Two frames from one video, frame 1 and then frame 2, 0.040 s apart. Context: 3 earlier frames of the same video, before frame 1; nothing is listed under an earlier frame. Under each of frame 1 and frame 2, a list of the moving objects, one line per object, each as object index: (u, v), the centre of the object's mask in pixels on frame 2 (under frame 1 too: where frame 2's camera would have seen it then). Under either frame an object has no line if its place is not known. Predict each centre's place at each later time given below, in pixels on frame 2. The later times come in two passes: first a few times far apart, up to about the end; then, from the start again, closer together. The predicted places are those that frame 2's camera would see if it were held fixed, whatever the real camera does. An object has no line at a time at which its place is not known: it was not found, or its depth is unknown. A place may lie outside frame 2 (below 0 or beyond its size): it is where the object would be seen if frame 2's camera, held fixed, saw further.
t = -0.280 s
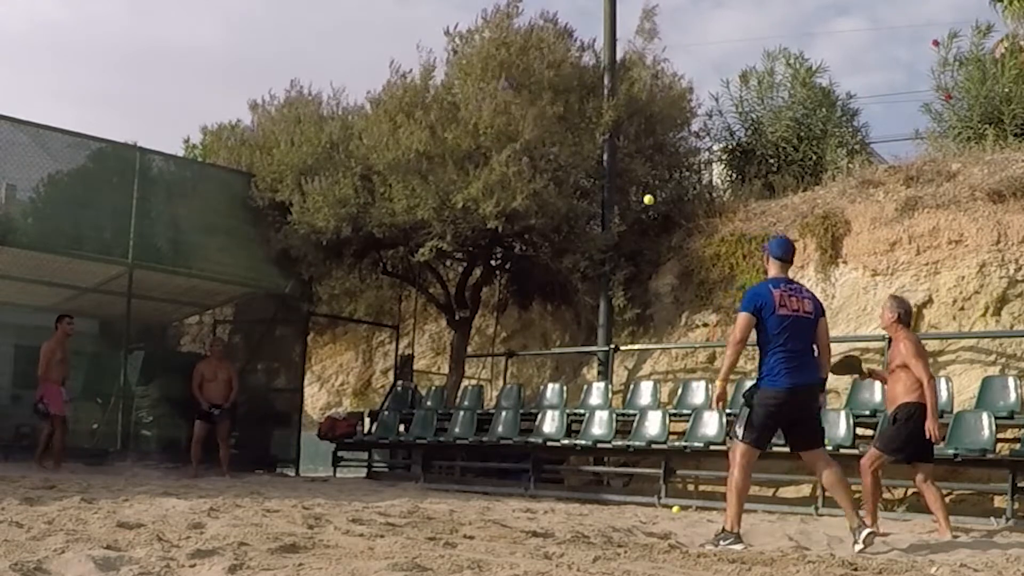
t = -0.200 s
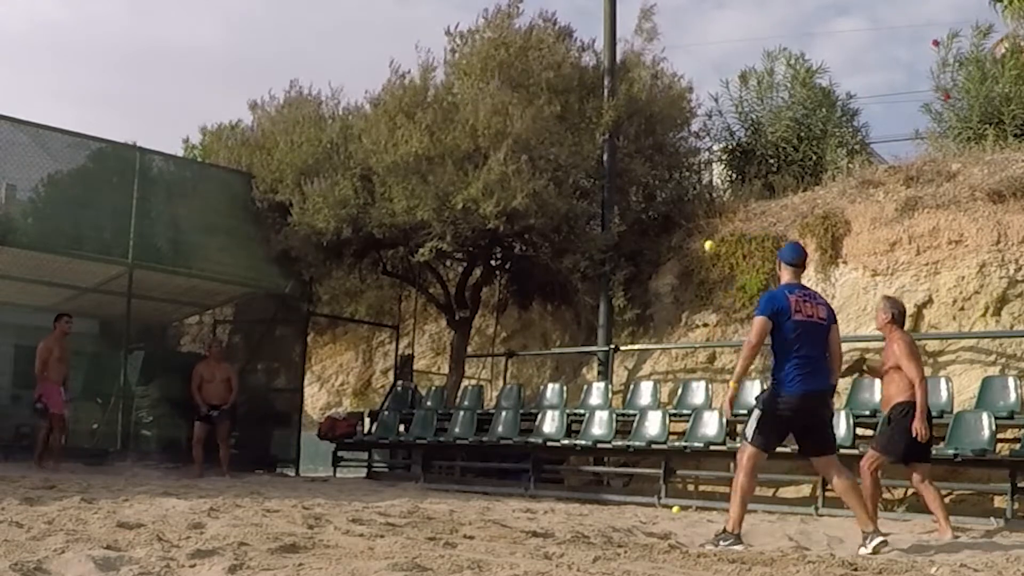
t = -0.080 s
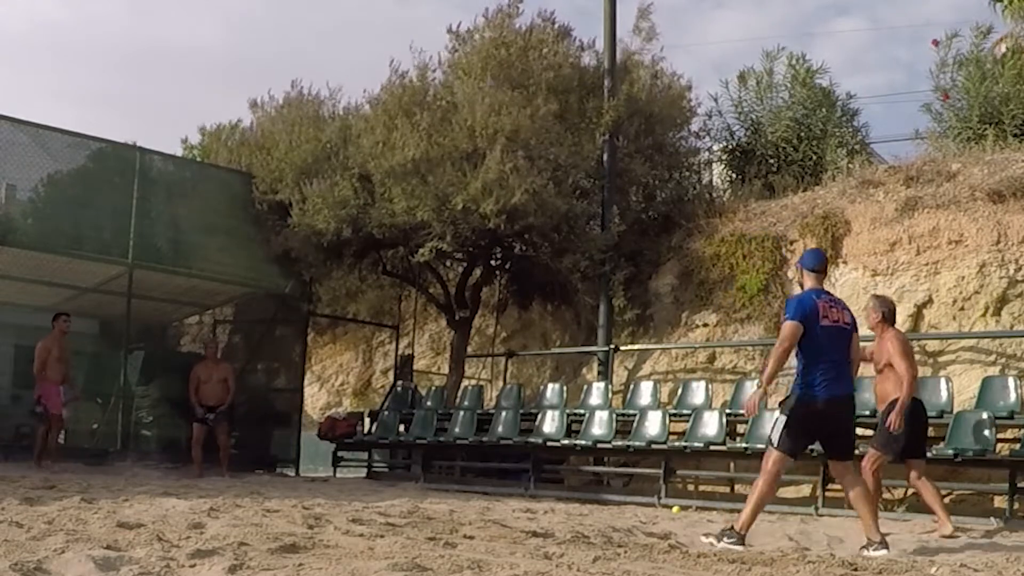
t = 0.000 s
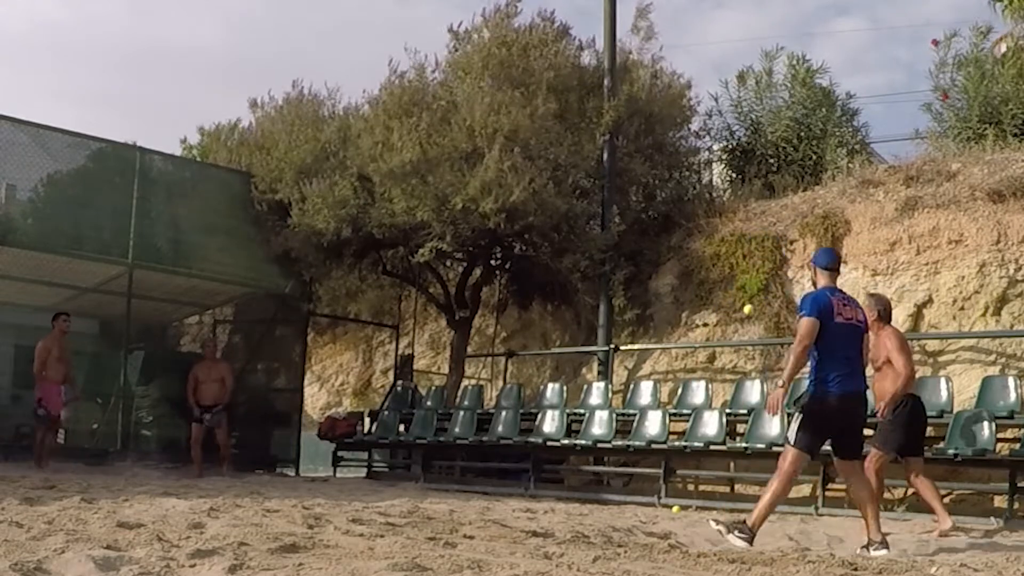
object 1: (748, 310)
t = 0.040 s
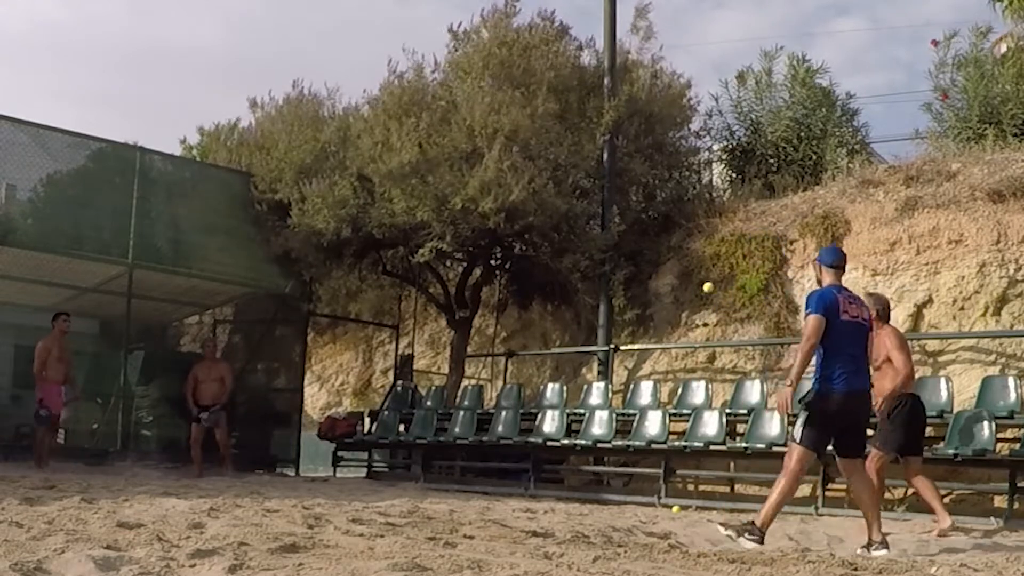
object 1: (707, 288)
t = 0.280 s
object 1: (505, 218)
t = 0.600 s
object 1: (312, 239)
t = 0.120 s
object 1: (633, 253)
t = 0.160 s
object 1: (598, 240)
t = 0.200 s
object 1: (565, 230)
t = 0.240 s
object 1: (534, 223)
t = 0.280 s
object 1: (505, 218)
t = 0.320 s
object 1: (477, 214)
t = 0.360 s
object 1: (449, 213)
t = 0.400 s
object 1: (423, 213)
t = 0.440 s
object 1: (399, 216)
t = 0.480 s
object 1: (375, 220)
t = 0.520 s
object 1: (353, 225)
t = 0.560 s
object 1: (332, 231)
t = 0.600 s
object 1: (312, 239)
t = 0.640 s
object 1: (292, 248)
